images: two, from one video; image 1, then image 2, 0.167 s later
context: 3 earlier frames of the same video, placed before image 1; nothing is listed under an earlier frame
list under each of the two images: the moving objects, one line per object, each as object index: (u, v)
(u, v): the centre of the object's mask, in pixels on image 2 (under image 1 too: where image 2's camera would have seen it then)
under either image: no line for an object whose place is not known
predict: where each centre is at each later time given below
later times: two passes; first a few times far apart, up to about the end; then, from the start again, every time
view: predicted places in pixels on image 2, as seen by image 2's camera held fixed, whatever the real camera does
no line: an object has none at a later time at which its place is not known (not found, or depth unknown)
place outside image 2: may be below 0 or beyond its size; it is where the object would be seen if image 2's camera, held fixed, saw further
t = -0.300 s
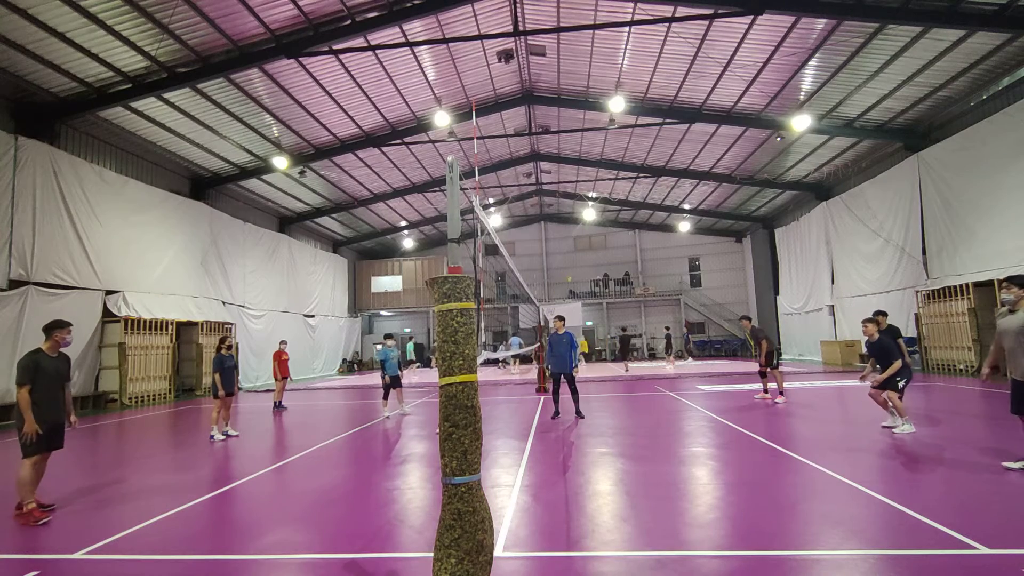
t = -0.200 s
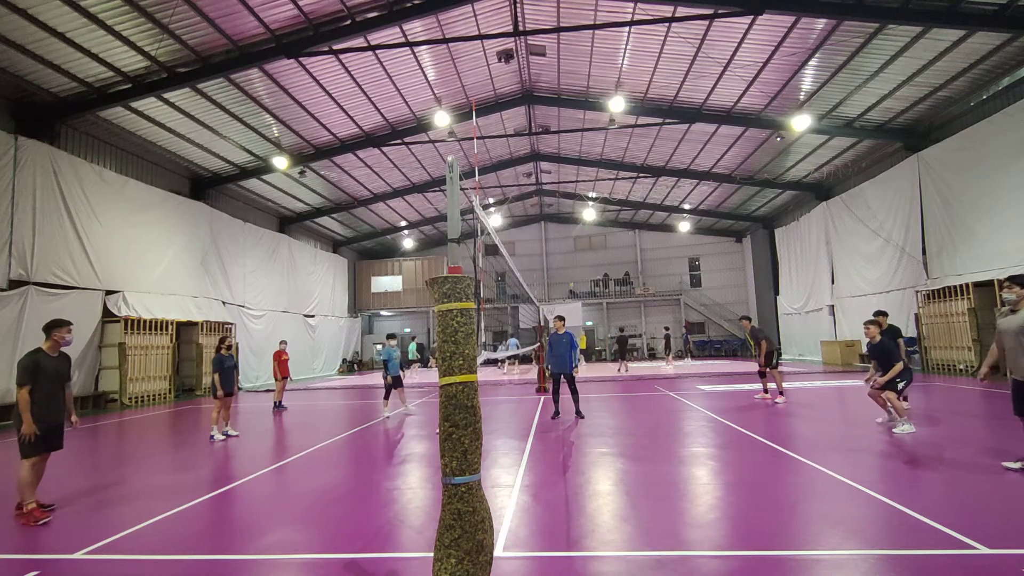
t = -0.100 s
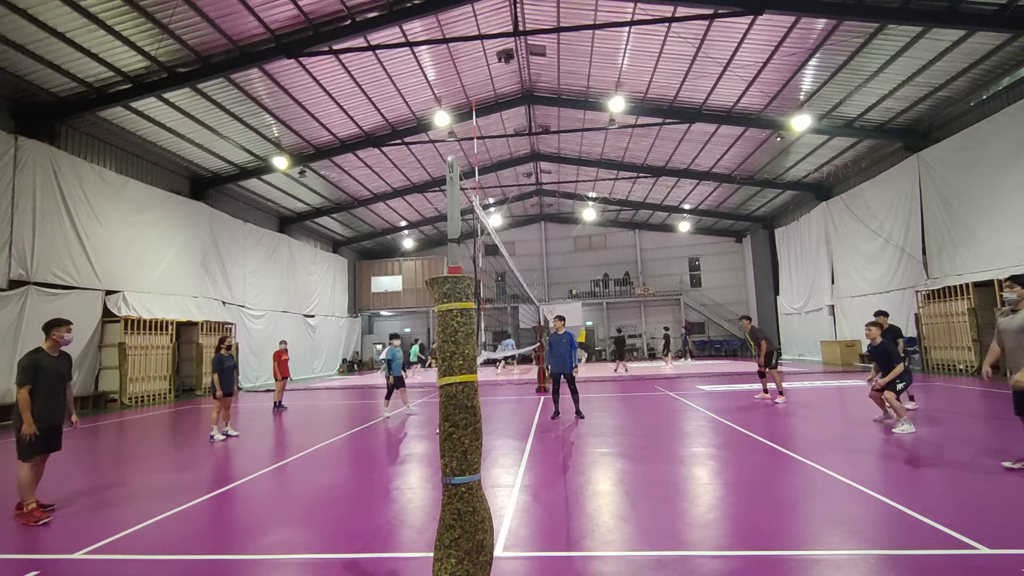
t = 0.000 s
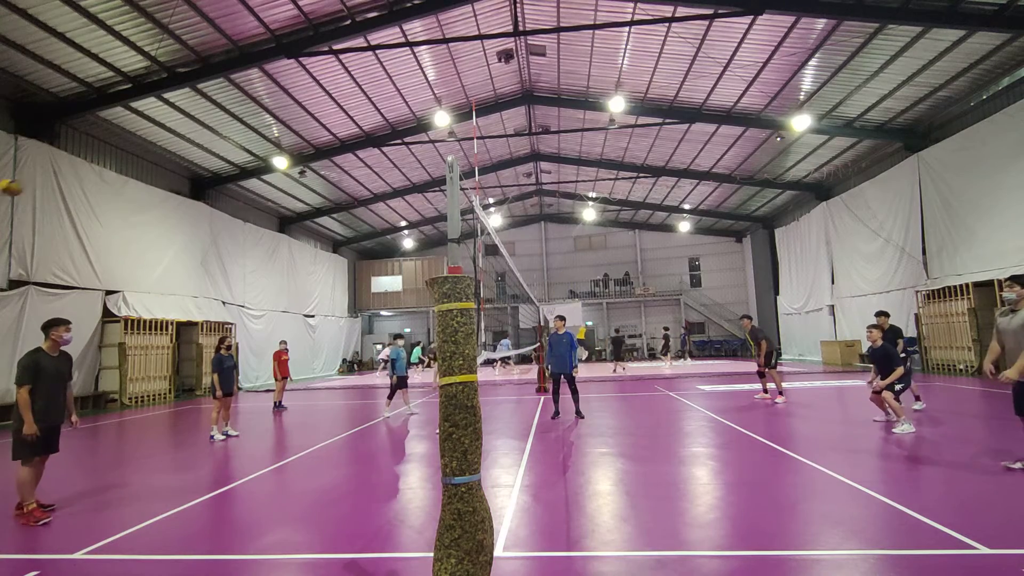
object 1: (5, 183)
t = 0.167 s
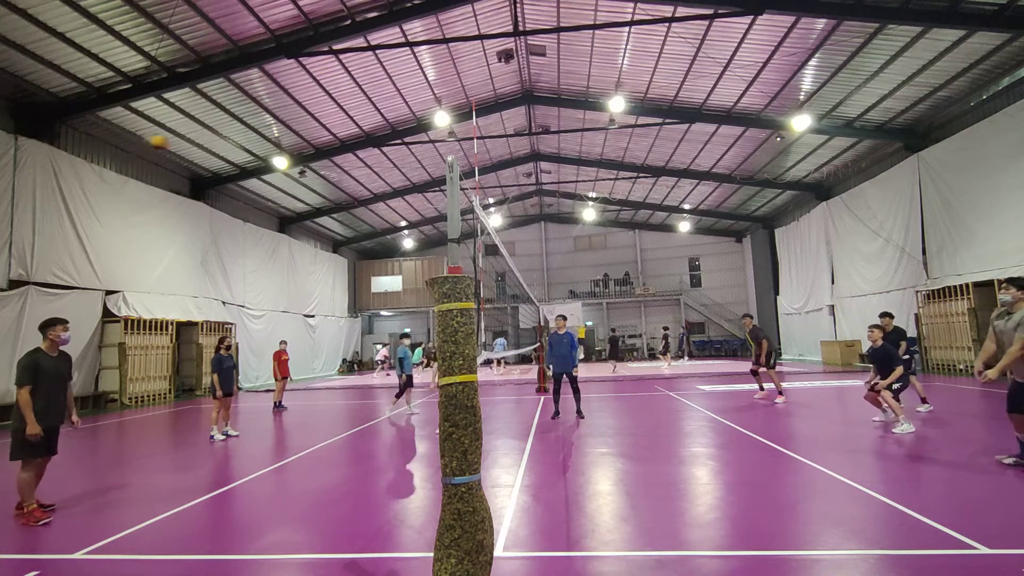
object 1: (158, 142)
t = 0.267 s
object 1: (243, 124)
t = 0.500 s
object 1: (457, 113)
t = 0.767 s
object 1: (708, 165)
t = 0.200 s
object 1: (186, 136)
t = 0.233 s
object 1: (214, 128)
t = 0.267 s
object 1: (243, 124)
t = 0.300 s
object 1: (273, 119)
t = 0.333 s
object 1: (305, 116)
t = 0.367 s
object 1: (334, 115)
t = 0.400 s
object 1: (363, 113)
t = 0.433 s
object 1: (392, 114)
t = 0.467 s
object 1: (423, 116)
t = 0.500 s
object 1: (457, 113)
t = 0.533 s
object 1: (486, 117)
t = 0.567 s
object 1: (518, 122)
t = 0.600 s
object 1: (546, 125)
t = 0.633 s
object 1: (577, 132)
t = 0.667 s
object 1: (610, 141)
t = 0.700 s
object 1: (643, 148)
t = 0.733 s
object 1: (675, 156)
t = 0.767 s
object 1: (708, 165)
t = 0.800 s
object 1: (741, 176)
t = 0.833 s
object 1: (774, 189)
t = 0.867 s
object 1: (806, 204)
